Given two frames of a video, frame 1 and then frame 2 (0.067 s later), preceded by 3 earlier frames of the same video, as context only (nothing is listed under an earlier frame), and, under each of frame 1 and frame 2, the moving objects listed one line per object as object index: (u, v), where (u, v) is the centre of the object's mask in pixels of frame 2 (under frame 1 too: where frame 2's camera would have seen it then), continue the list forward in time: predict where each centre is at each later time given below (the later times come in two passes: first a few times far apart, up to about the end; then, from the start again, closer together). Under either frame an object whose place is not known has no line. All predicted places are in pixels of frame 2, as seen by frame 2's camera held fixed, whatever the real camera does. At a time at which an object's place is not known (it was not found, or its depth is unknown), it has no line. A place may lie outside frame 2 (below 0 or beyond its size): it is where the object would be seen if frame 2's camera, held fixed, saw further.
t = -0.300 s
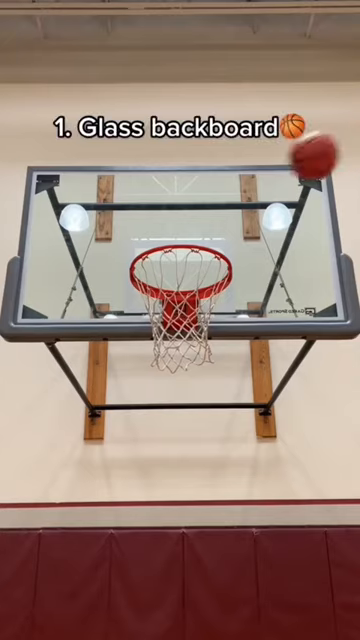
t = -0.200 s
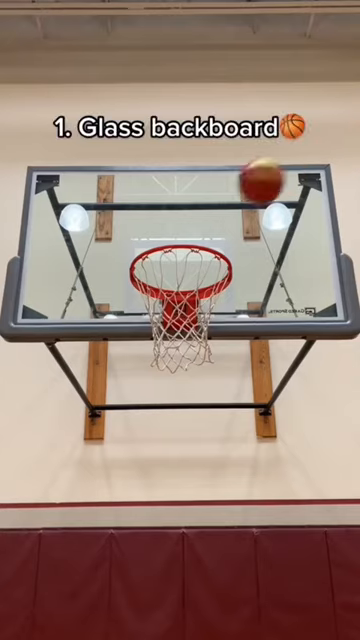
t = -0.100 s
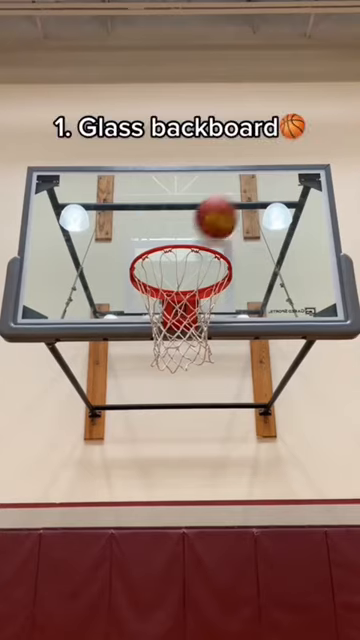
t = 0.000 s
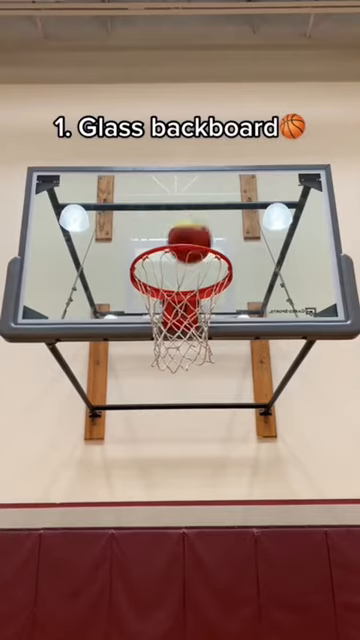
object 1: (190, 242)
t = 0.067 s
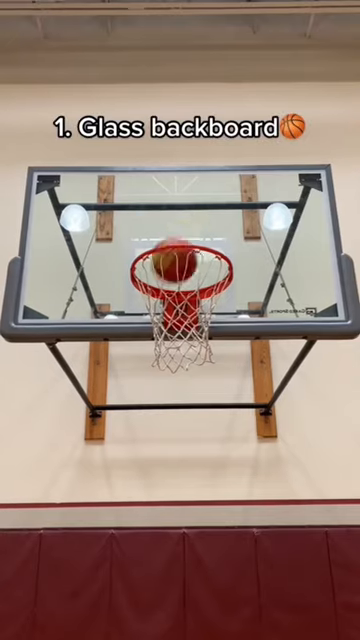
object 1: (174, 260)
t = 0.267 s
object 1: (155, 319)
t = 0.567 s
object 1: (191, 523)
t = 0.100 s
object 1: (165, 273)
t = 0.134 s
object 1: (155, 287)
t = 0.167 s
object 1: (150, 304)
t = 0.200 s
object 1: (147, 311)
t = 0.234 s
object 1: (153, 314)
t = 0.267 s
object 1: (155, 319)
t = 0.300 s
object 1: (156, 330)
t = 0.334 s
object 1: (160, 339)
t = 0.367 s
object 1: (163, 352)
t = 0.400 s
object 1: (167, 368)
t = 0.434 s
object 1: (171, 388)
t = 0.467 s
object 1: (175, 414)
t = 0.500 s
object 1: (180, 443)
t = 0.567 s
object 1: (191, 523)
